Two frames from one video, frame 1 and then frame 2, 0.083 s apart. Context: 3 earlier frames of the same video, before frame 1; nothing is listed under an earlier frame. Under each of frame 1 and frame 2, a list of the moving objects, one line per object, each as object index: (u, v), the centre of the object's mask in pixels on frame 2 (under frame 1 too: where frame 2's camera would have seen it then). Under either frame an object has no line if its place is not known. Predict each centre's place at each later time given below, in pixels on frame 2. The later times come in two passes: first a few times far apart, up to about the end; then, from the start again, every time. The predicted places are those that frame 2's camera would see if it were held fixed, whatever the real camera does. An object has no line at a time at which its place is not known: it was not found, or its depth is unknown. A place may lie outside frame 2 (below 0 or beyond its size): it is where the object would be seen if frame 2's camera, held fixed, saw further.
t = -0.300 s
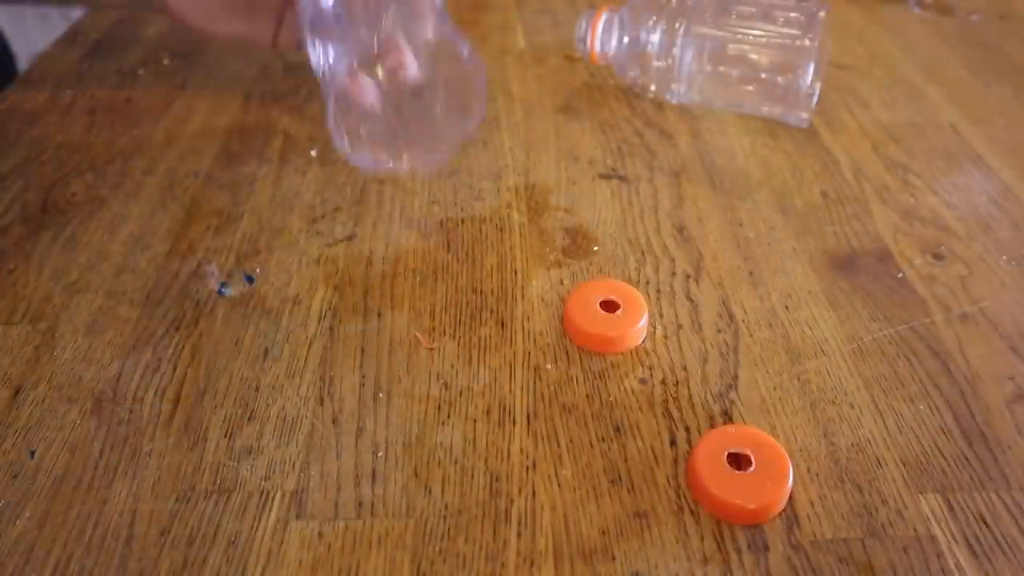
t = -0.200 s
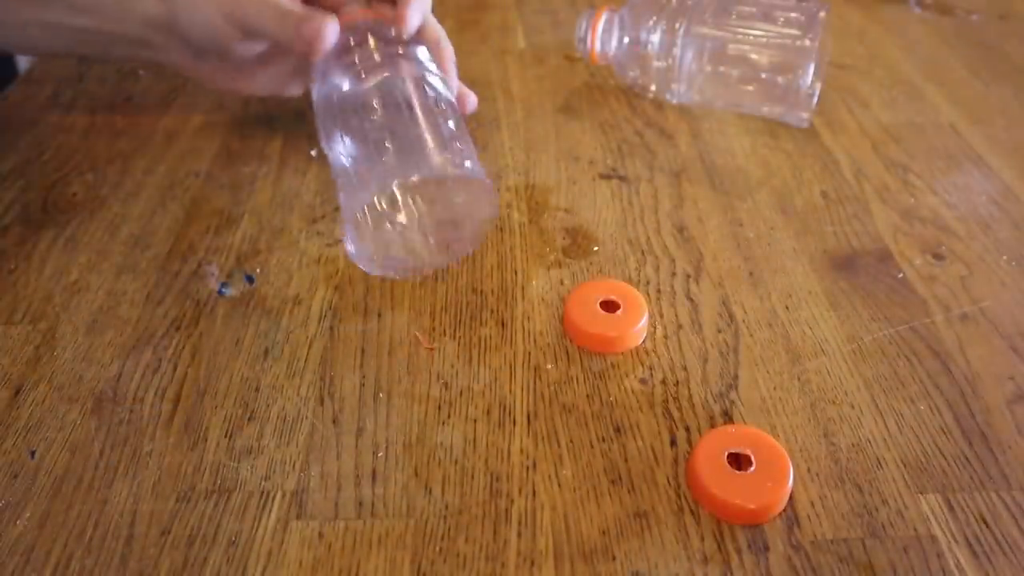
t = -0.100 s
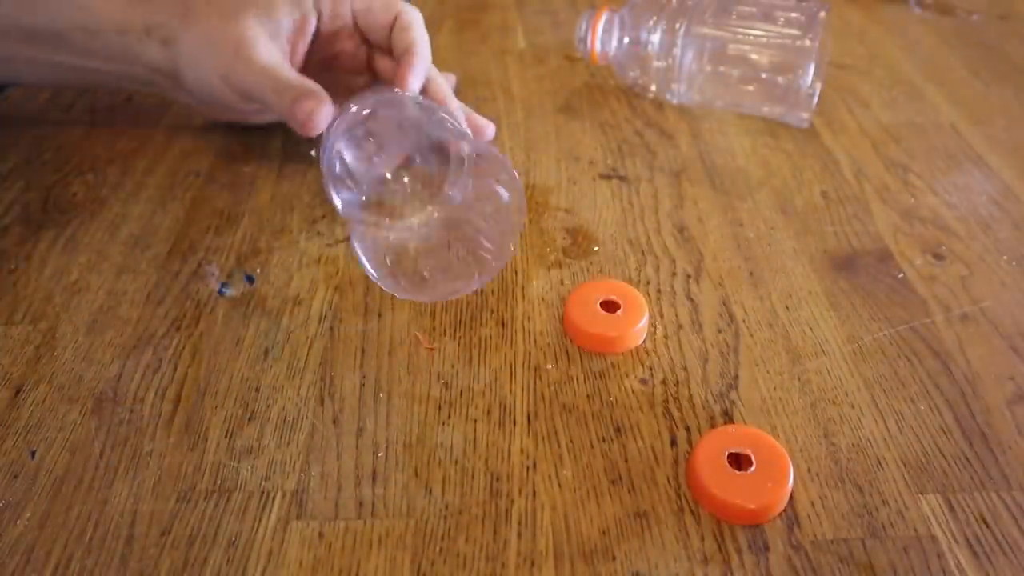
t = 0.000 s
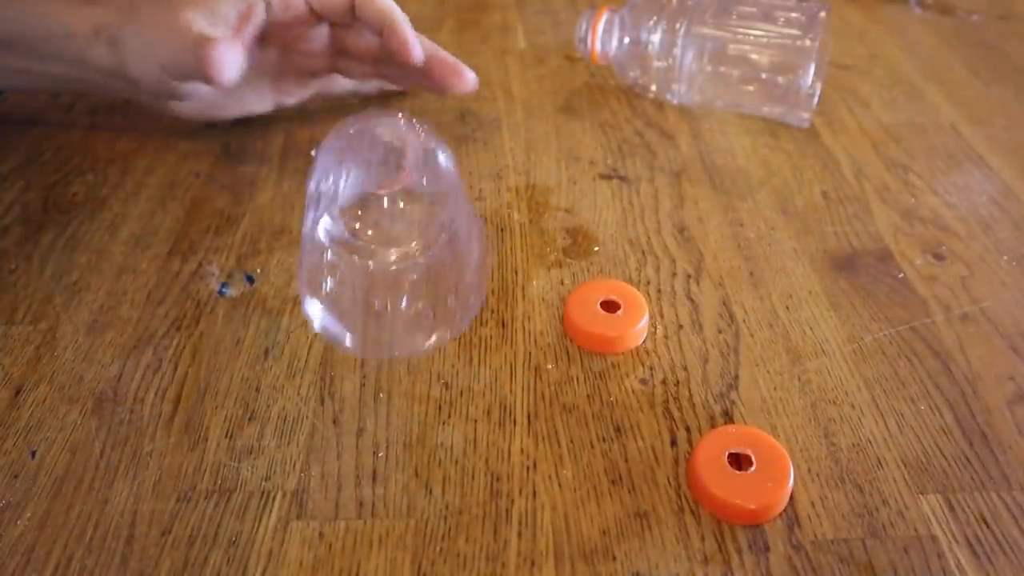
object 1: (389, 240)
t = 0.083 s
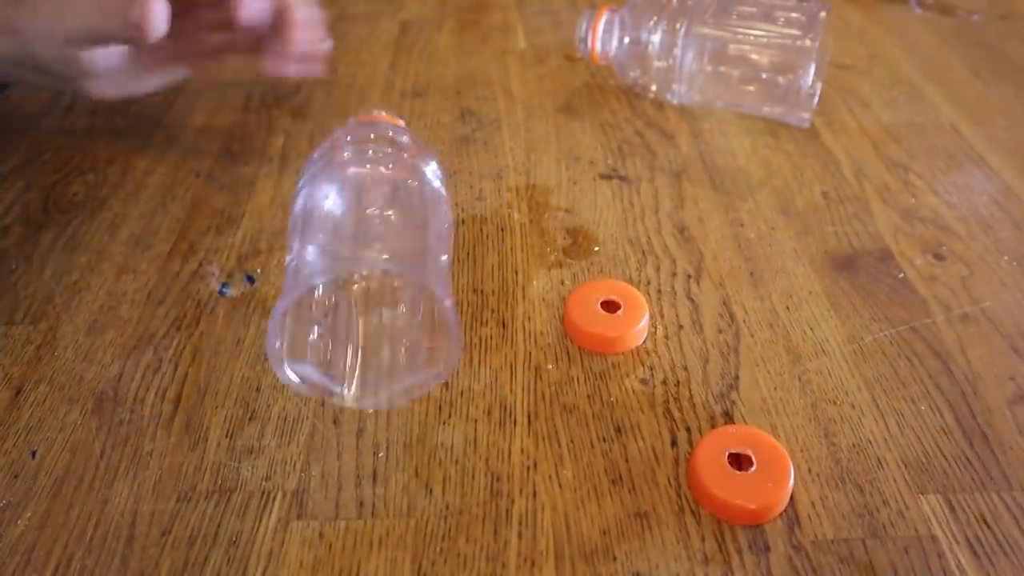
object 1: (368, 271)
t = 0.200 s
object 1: (330, 292)
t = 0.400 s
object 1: (276, 294)
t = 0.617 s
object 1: (240, 289)
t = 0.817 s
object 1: (224, 284)
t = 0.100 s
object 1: (363, 279)
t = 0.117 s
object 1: (357, 279)
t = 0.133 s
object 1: (351, 283)
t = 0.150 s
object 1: (345, 285)
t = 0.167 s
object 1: (340, 287)
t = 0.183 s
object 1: (335, 289)
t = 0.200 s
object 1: (330, 292)
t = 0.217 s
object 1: (325, 296)
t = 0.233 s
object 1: (321, 298)
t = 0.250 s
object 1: (317, 300)
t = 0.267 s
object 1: (312, 302)
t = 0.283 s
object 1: (307, 302)
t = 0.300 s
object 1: (302, 302)
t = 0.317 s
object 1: (297, 302)
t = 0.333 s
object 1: (293, 300)
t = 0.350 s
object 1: (288, 299)
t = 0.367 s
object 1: (283, 296)
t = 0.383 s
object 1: (280, 295)
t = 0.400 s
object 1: (276, 294)
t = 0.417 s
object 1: (272, 295)
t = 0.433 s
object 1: (269, 296)
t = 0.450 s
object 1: (266, 297)
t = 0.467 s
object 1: (263, 297)
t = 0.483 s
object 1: (261, 297)
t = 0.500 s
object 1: (258, 297)
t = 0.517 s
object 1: (256, 297)
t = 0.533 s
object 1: (253, 296)
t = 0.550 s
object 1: (250, 295)
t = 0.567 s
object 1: (248, 294)
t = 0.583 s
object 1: (246, 293)
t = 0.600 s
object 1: (243, 291)
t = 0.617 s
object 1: (240, 289)
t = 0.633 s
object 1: (238, 287)
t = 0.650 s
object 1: (236, 285)
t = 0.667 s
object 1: (234, 285)
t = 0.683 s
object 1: (232, 286)
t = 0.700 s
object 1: (231, 287)
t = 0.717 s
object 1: (230, 288)
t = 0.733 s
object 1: (228, 287)
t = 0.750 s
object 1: (227, 287)
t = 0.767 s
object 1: (227, 287)
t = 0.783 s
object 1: (226, 287)
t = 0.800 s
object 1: (225, 285)
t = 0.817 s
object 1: (224, 284)
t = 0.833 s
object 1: (224, 283)
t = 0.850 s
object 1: (223, 281)
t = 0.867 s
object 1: (222, 280)
